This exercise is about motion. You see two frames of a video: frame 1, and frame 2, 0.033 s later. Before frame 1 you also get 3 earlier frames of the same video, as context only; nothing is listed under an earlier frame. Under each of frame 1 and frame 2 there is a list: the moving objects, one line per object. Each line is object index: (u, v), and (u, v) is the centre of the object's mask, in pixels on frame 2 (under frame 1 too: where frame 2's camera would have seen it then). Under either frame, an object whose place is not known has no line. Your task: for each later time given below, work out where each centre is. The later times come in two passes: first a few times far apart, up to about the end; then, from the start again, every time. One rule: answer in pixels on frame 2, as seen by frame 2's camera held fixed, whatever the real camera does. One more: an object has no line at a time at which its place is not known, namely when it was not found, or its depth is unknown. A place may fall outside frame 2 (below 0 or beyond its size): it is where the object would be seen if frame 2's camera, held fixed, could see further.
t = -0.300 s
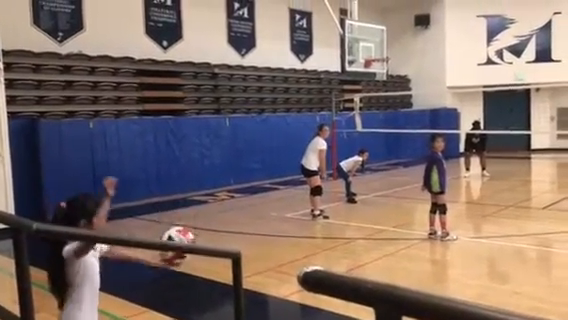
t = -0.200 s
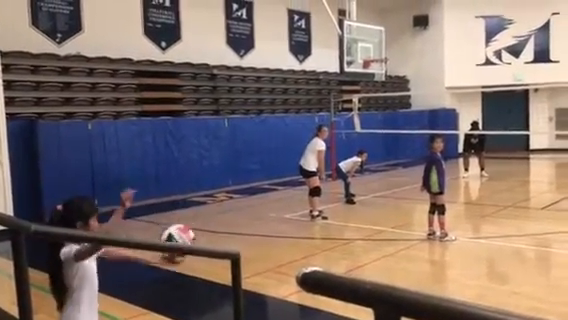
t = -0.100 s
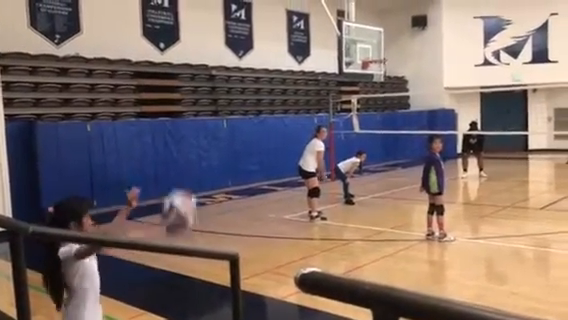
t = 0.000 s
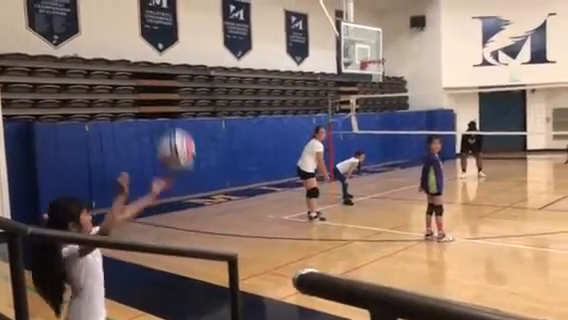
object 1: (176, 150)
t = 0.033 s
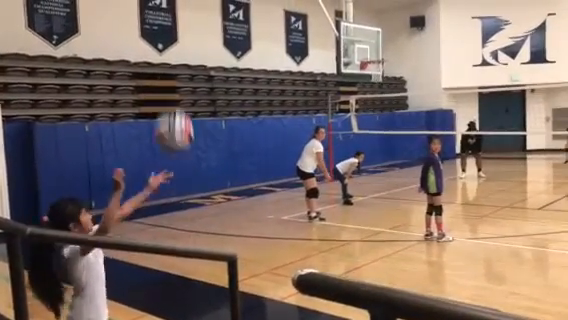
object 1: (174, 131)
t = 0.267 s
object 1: (162, 44)
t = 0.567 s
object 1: (158, 74)
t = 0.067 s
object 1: (173, 112)
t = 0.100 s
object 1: (172, 96)
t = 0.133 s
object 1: (170, 83)
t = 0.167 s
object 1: (167, 72)
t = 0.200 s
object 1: (166, 60)
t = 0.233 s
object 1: (164, 49)
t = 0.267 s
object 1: (162, 44)
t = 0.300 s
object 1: (161, 39)
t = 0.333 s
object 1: (160, 36)
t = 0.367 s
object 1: (160, 36)
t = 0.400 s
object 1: (160, 37)
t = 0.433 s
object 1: (158, 39)
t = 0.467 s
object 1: (158, 44)
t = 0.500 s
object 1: (158, 52)
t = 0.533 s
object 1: (157, 62)
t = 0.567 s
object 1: (158, 74)
